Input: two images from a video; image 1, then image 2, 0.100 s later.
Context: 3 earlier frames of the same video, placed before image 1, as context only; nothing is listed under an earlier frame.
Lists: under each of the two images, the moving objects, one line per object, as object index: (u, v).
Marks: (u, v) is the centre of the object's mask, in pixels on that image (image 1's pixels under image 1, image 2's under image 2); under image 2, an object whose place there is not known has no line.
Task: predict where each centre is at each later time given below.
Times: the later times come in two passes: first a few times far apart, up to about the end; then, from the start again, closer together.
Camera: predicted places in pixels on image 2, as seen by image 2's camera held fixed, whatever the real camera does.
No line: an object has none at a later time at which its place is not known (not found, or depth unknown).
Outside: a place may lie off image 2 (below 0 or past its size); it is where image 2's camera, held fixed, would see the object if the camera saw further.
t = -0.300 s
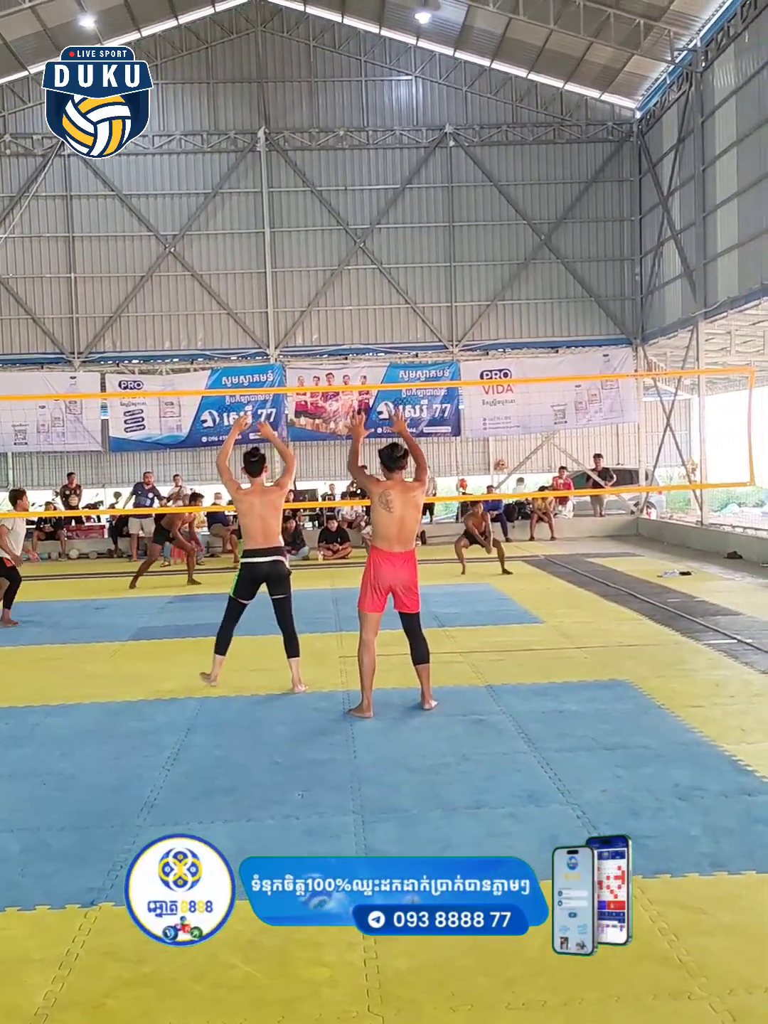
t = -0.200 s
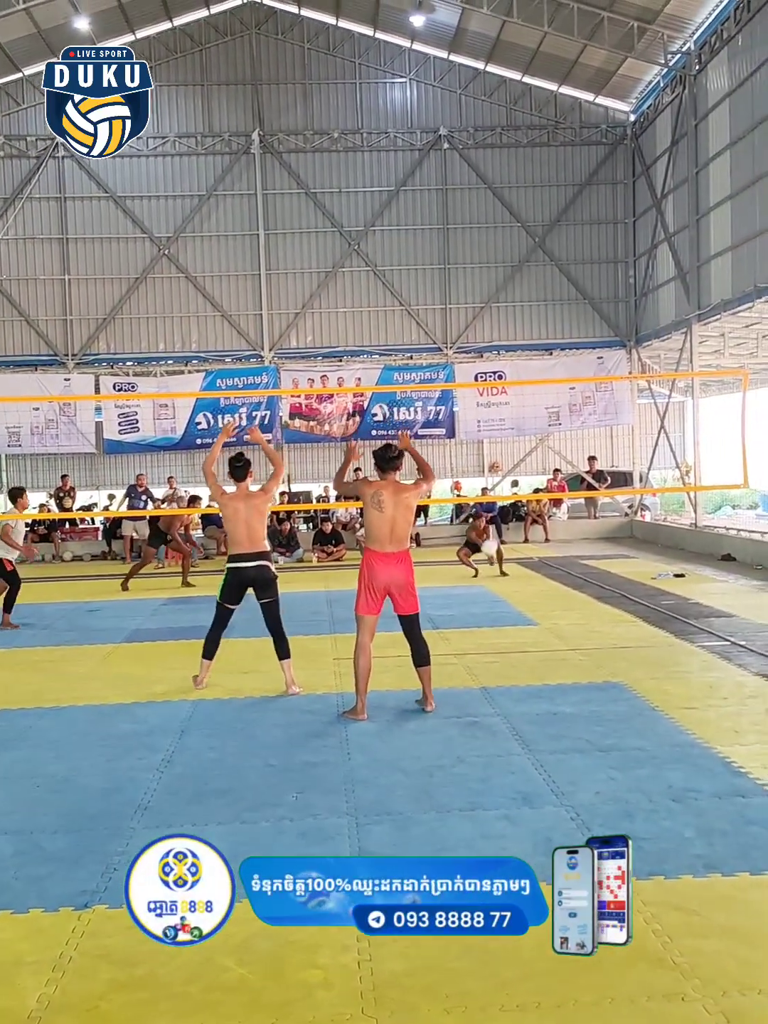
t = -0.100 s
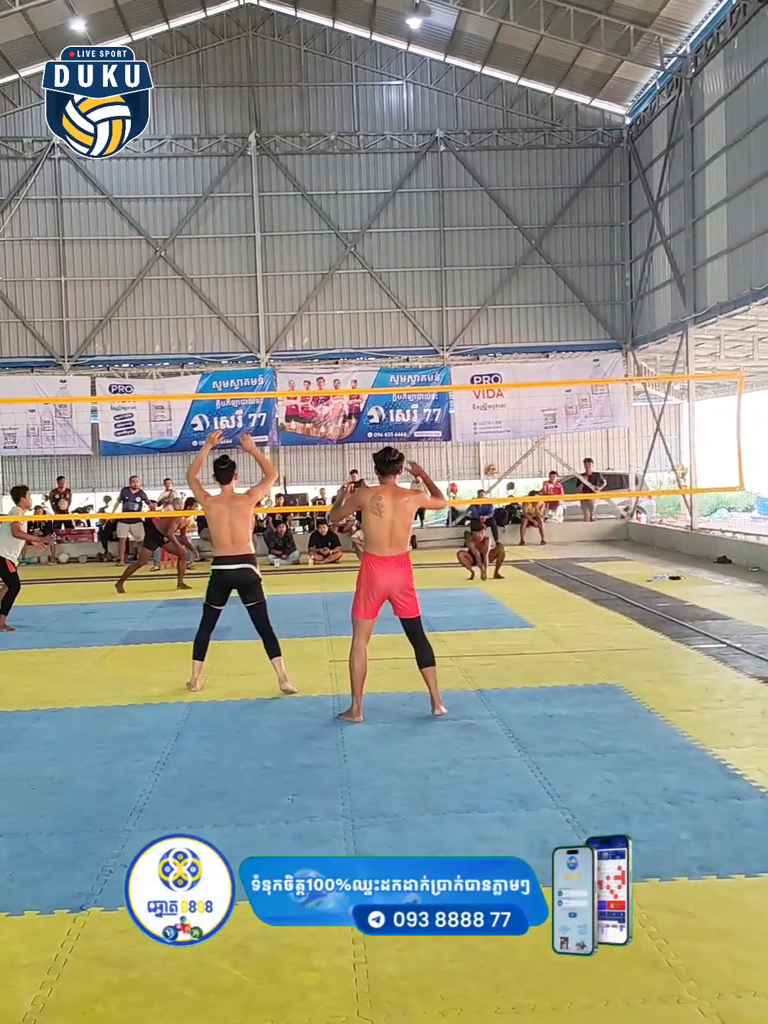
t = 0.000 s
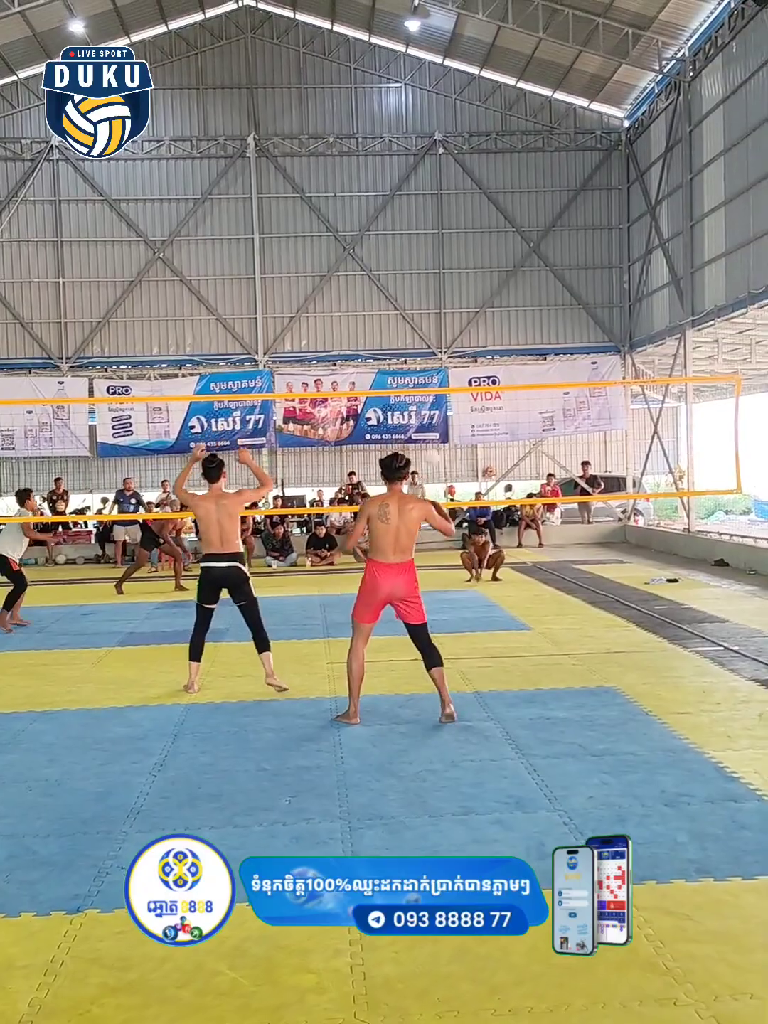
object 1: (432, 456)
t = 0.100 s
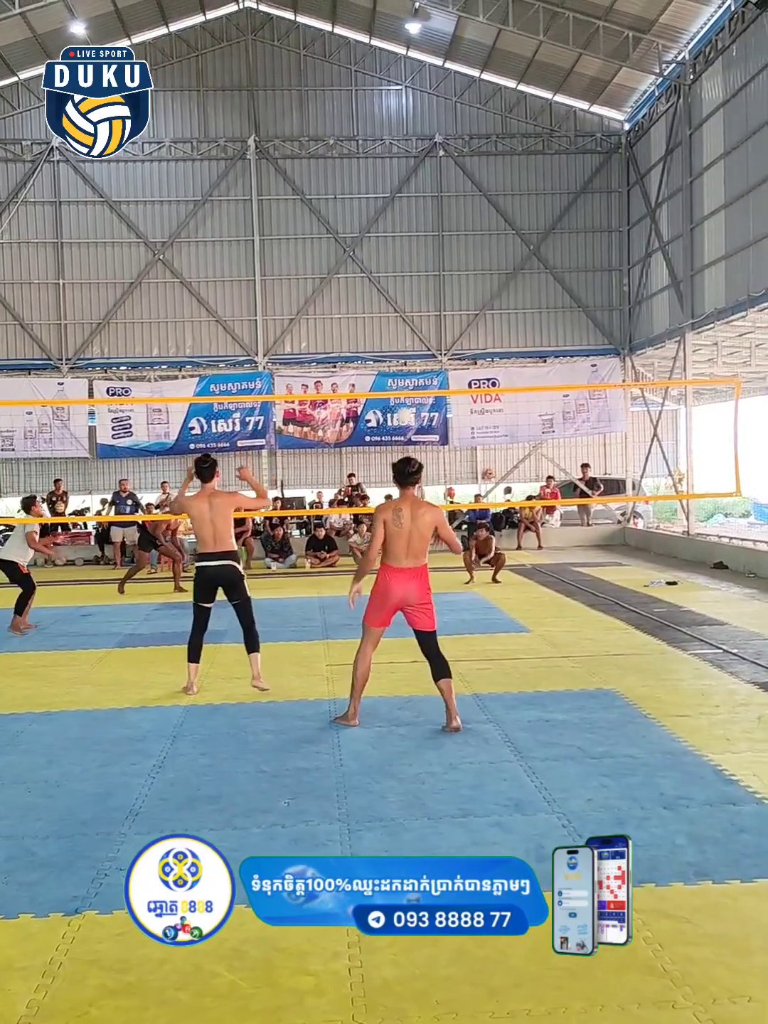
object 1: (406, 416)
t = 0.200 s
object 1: (378, 379)
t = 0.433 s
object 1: (306, 318)
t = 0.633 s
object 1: (246, 303)
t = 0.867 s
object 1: (173, 326)
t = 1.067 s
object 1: (110, 383)
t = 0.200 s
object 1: (378, 379)
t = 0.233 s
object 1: (368, 369)
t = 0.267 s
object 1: (358, 359)
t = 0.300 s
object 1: (349, 350)
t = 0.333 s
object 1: (330, 333)
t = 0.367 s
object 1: (325, 329)
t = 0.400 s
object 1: (315, 324)
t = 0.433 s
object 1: (306, 318)
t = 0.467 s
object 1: (296, 313)
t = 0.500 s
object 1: (285, 309)
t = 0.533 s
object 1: (276, 307)
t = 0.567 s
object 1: (266, 305)
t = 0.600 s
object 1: (256, 303)
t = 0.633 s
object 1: (246, 303)
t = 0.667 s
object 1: (235, 303)
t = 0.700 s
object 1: (225, 305)
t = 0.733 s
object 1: (215, 307)
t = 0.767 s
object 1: (205, 310)
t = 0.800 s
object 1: (195, 314)
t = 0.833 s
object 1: (184, 320)
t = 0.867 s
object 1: (173, 326)
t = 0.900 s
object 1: (163, 333)
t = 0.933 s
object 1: (152, 342)
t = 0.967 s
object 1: (141, 350)
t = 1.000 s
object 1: (130, 360)
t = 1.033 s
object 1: (120, 371)
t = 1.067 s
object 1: (110, 383)
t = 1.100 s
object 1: (99, 389)
